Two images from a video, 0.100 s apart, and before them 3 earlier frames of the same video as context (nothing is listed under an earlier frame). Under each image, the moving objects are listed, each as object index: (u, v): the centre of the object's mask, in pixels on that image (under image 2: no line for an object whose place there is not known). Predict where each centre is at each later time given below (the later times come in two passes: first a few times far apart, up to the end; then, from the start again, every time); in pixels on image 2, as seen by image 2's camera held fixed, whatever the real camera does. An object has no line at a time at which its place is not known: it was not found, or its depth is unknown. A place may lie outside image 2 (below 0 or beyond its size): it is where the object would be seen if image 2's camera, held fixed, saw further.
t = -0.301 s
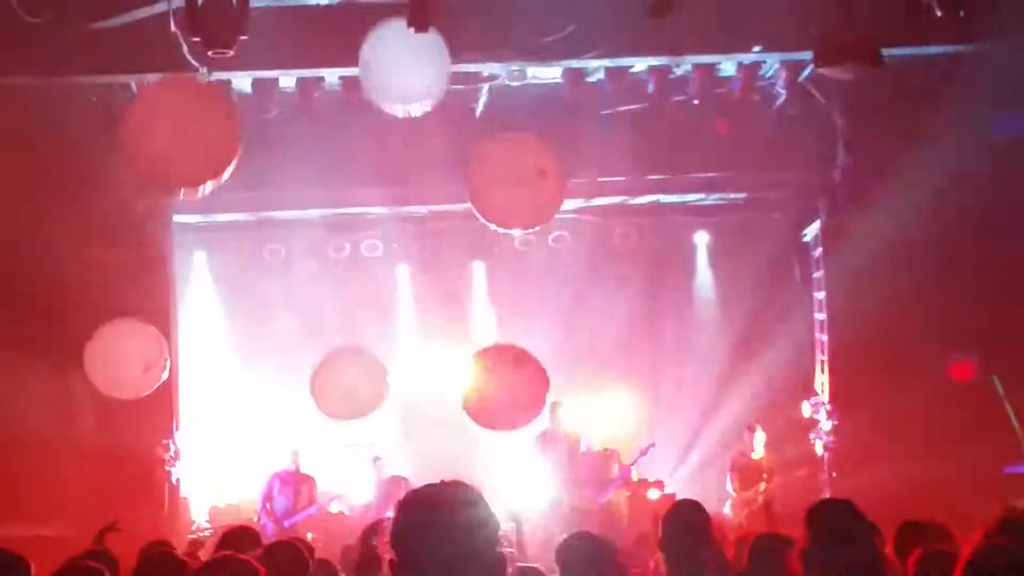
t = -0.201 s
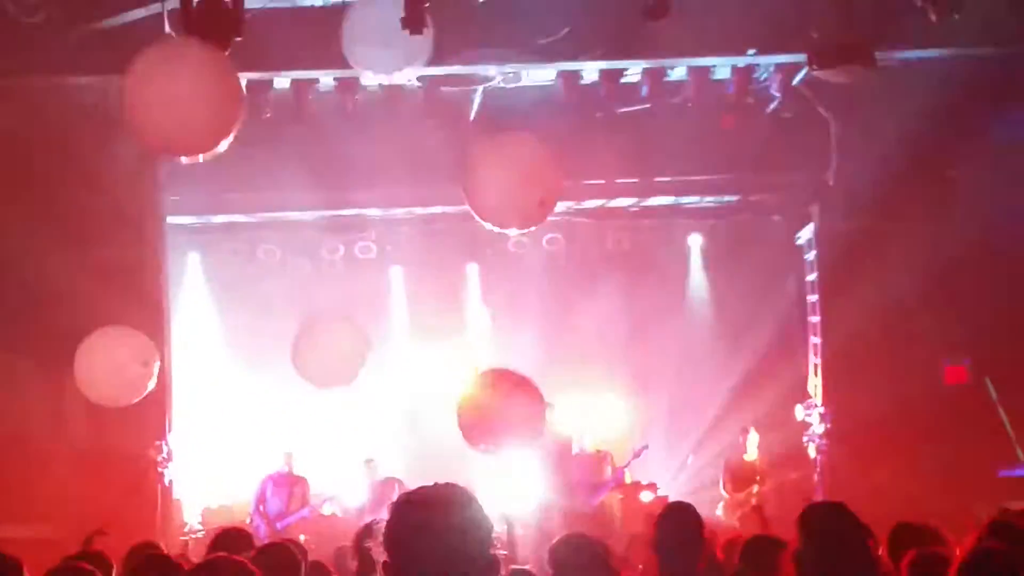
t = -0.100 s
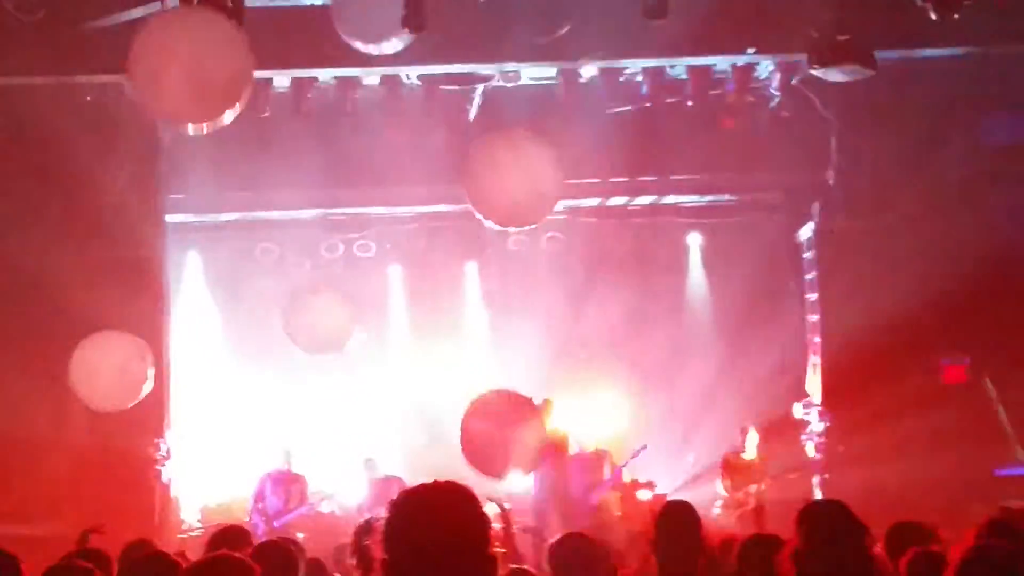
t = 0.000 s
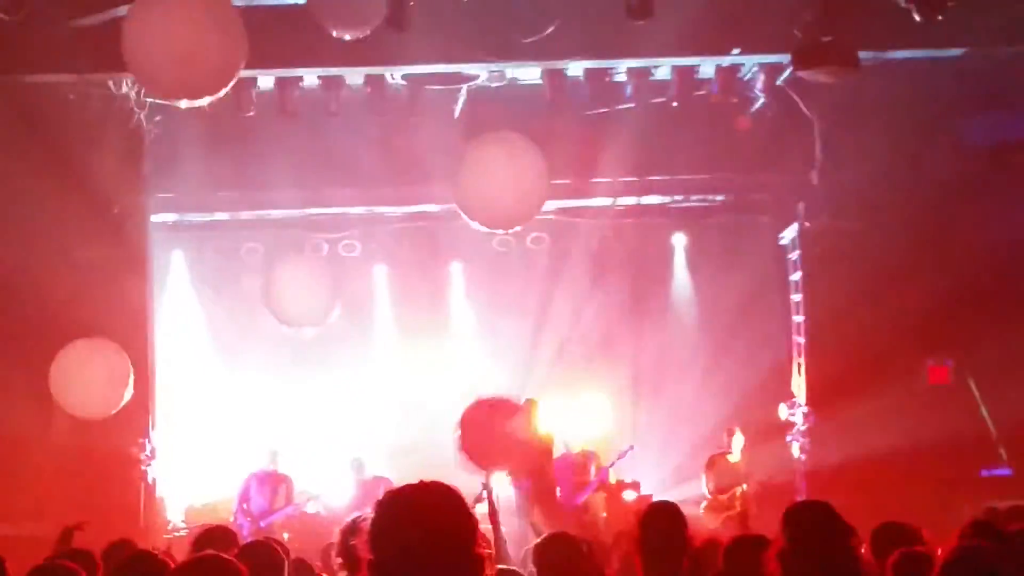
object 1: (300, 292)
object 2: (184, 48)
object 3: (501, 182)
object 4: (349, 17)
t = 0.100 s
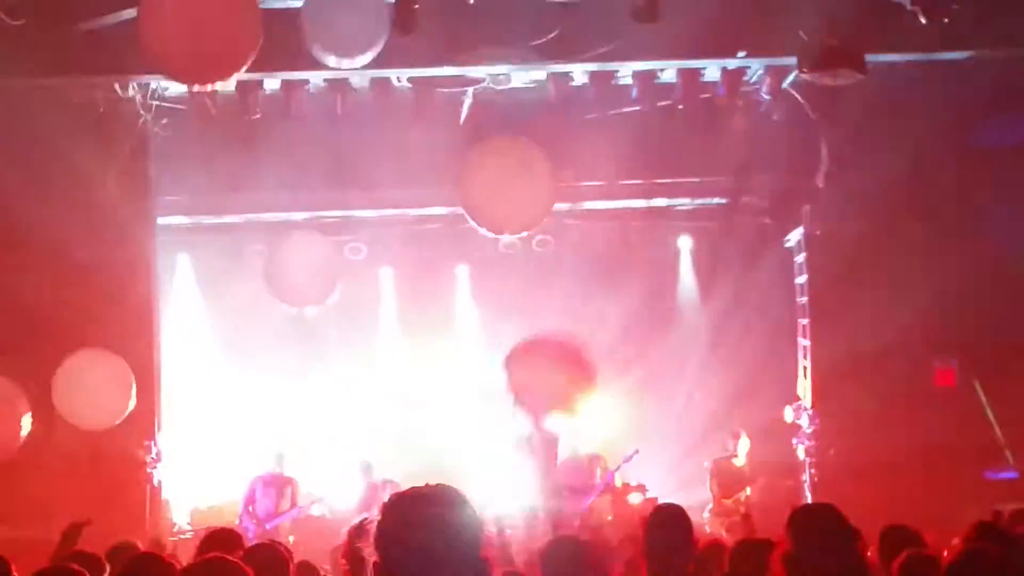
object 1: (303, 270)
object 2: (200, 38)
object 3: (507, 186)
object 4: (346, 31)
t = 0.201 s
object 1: (303, 253)
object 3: (509, 190)
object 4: (340, 45)
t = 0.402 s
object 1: (304, 221)
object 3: (509, 204)
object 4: (328, 93)
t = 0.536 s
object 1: (306, 208)
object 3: (513, 217)
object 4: (320, 121)
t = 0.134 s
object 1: (302, 264)
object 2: (203, 36)
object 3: (507, 188)
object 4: (343, 34)
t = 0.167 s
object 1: (303, 258)
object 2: (206, 34)
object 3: (508, 188)
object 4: (341, 38)
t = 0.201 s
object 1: (303, 253)
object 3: (509, 190)
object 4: (340, 45)
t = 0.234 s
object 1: (304, 244)
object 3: (508, 192)
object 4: (337, 55)
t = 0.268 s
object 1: (304, 238)
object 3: (507, 193)
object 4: (335, 63)
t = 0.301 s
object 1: (304, 233)
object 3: (507, 196)
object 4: (332, 70)
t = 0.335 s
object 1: (303, 228)
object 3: (506, 198)
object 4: (331, 78)
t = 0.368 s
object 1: (304, 225)
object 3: (506, 201)
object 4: (329, 85)
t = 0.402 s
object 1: (304, 221)
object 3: (509, 204)
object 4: (328, 93)
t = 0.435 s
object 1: (304, 217)
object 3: (509, 207)
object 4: (326, 100)
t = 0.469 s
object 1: (304, 213)
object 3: (511, 212)
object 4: (324, 107)
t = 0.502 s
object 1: (305, 211)
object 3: (512, 215)
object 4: (322, 115)
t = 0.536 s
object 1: (306, 208)
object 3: (513, 217)
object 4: (320, 121)
